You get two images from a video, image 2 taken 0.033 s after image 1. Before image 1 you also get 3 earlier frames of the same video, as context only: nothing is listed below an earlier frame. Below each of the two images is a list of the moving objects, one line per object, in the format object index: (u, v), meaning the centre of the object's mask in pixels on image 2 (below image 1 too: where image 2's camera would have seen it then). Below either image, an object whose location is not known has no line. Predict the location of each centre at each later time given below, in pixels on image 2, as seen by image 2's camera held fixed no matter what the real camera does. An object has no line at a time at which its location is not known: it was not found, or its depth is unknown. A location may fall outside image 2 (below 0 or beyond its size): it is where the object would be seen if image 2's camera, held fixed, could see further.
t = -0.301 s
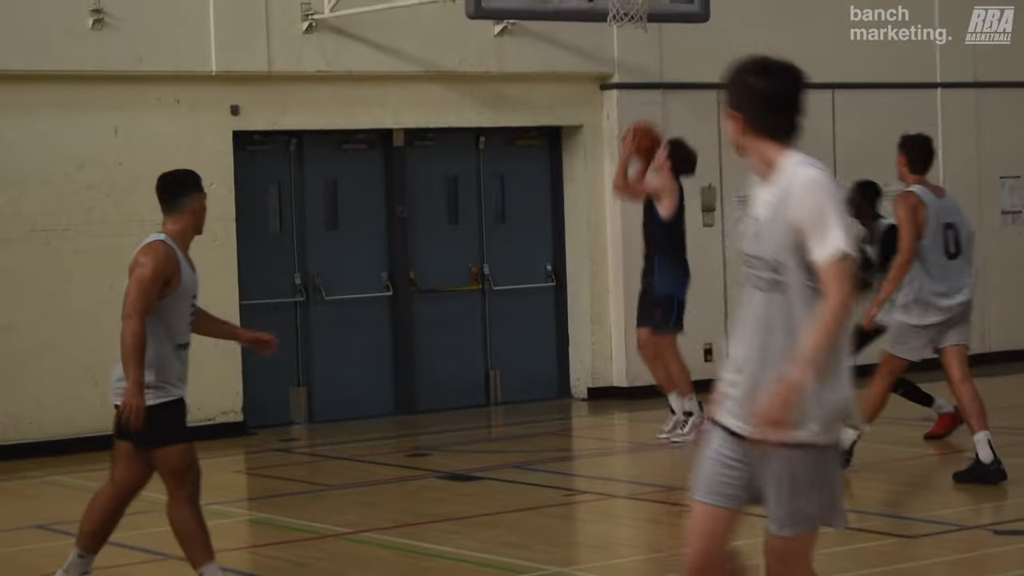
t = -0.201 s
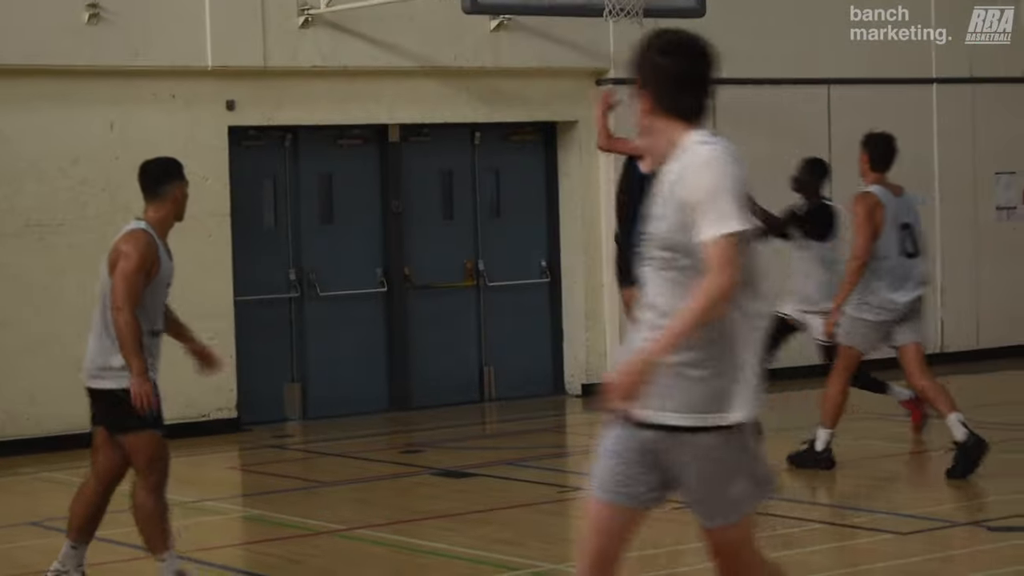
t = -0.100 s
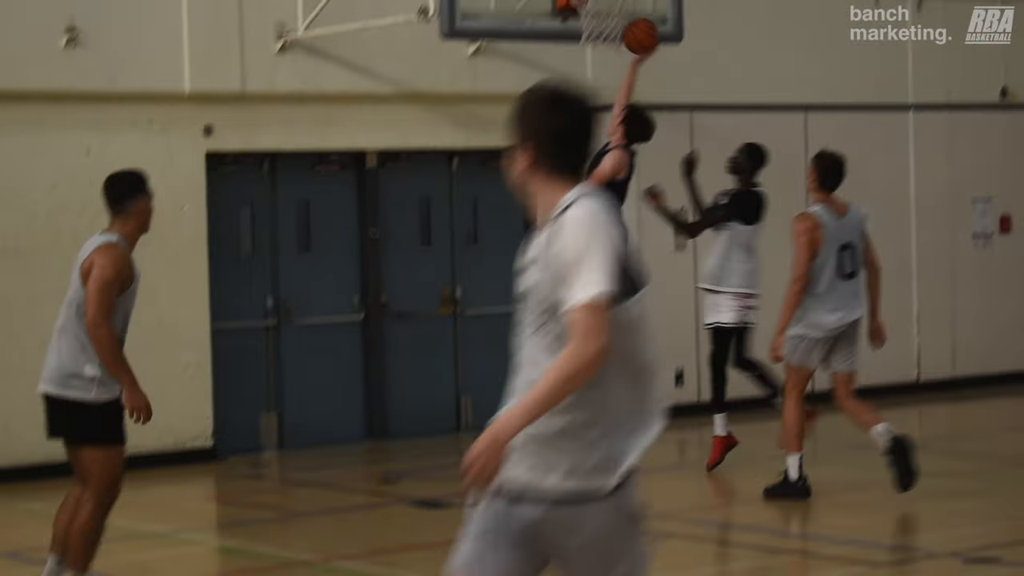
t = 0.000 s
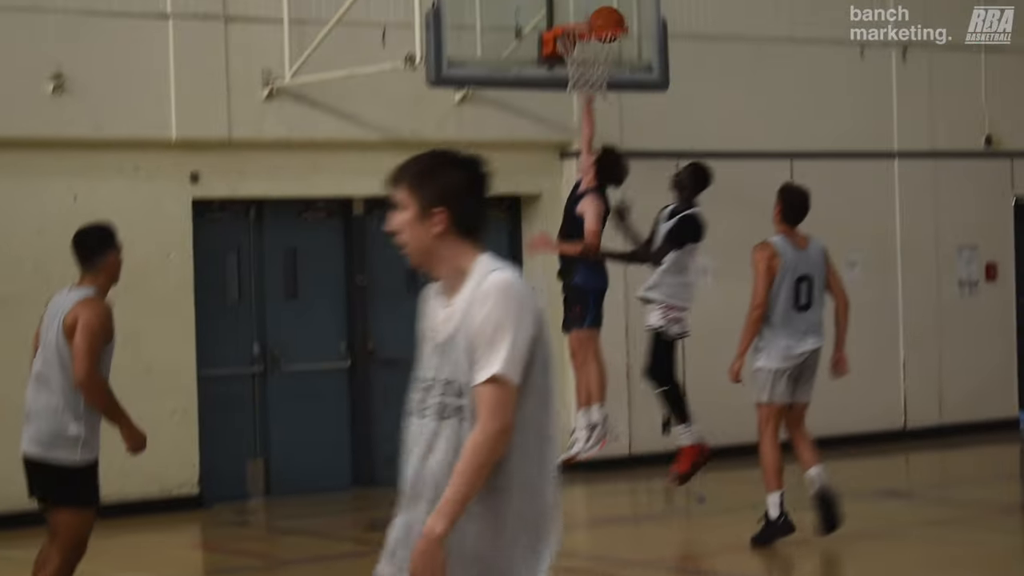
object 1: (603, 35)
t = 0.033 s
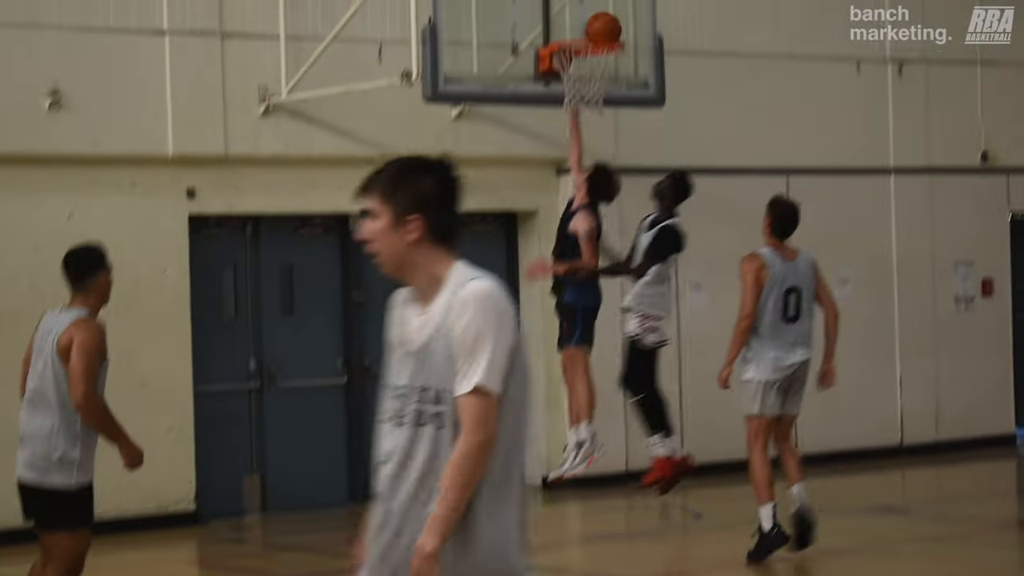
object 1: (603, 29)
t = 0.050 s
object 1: (604, 26)
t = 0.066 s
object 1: (604, 21)
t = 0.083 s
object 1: (605, 17)
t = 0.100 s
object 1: (605, 14)
